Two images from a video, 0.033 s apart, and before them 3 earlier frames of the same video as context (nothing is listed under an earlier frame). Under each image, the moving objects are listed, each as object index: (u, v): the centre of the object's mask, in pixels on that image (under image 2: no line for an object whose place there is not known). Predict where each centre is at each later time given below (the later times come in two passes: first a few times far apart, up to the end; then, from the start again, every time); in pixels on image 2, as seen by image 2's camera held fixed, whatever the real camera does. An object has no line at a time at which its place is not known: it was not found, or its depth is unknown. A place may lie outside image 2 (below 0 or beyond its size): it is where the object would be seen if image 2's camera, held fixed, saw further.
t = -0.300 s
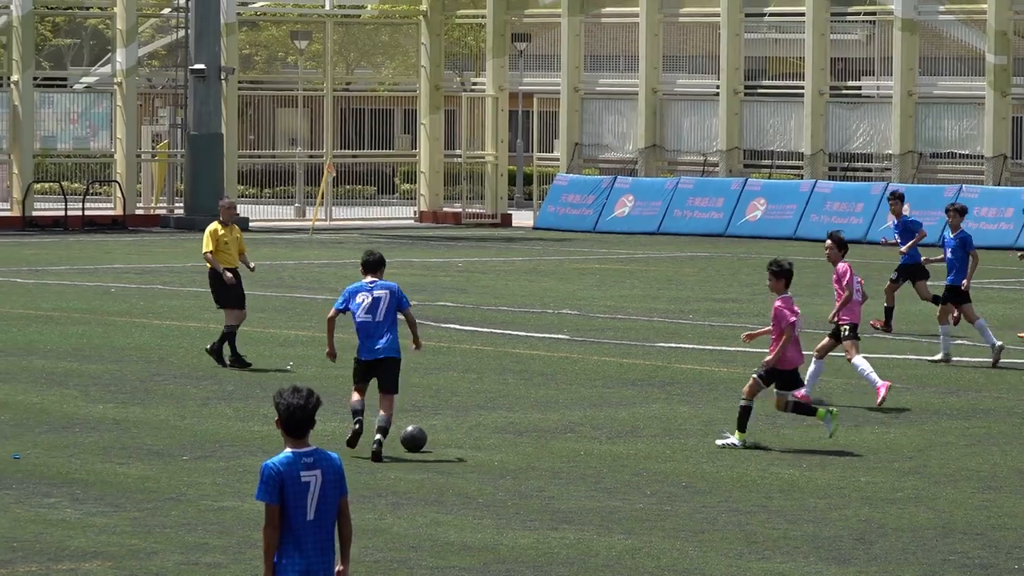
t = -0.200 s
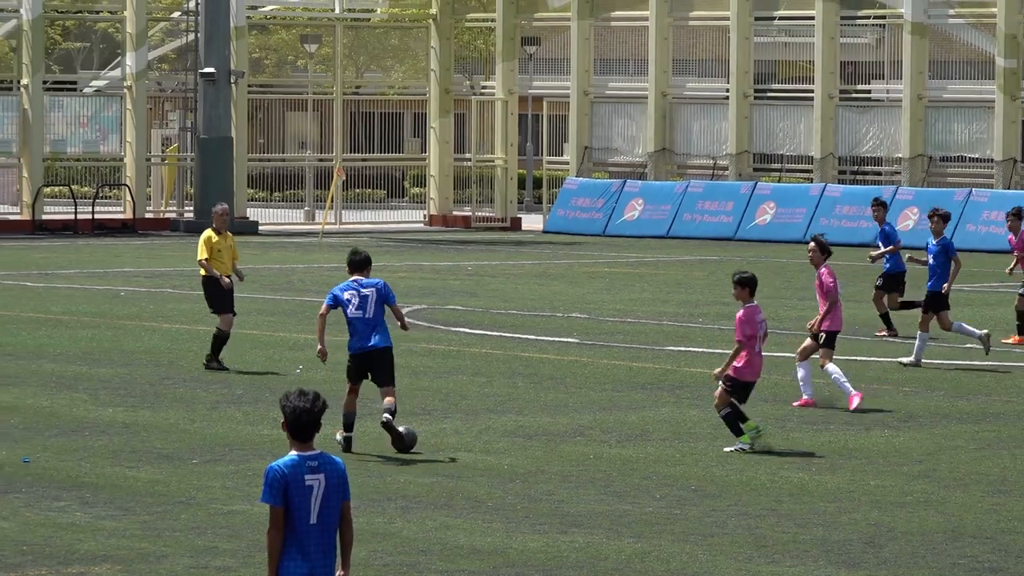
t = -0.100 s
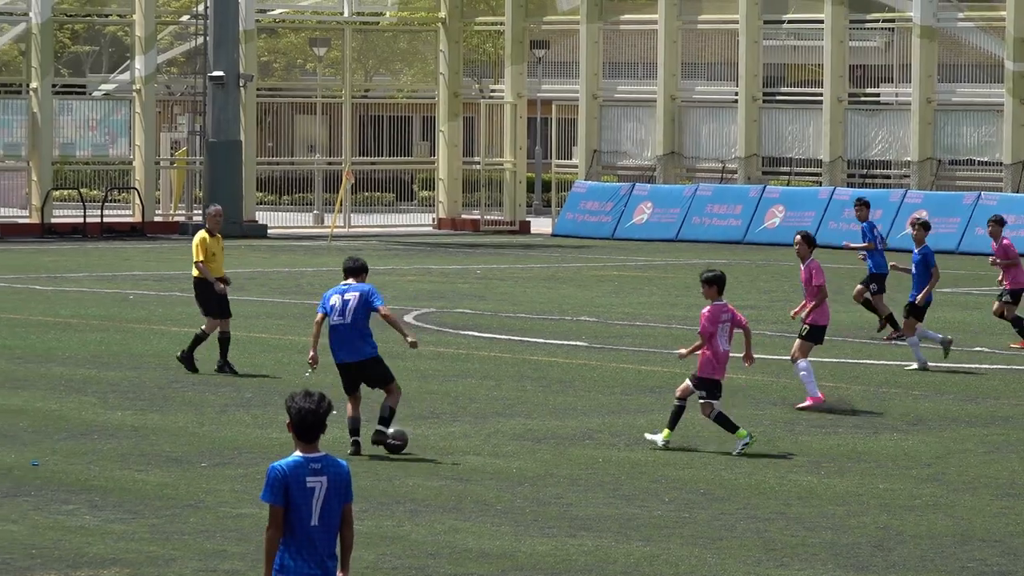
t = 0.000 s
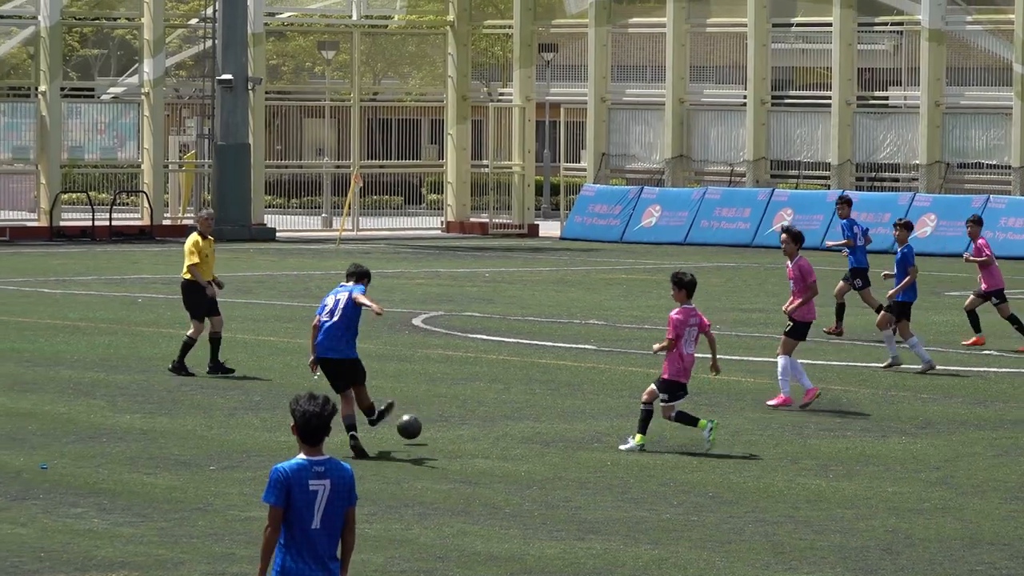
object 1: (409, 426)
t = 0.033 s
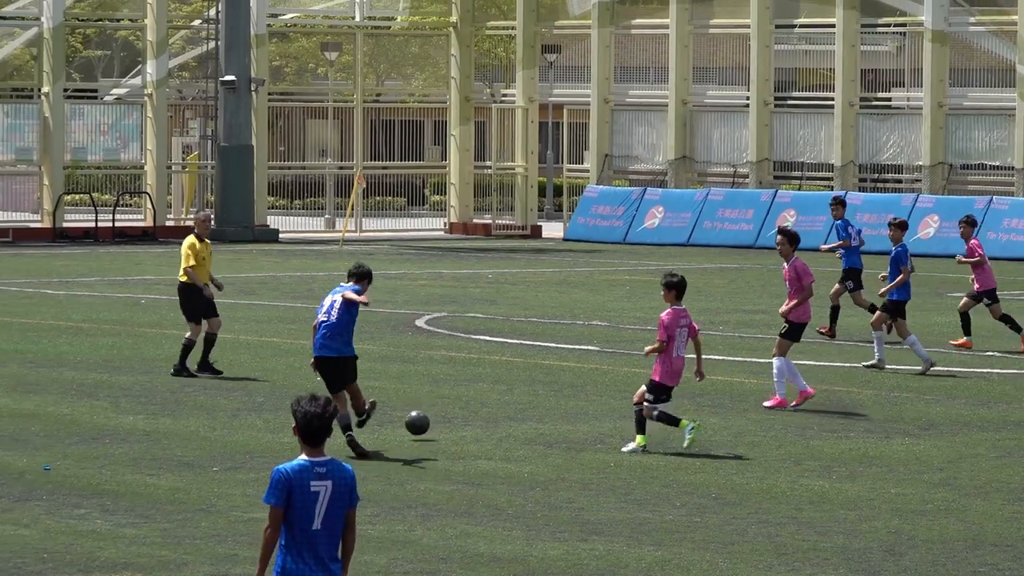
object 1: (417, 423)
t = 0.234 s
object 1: (442, 393)
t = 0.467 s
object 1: (463, 372)
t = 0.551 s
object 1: (469, 369)
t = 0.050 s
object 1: (419, 421)
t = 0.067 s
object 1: (422, 419)
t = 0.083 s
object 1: (424, 418)
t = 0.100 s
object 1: (426, 416)
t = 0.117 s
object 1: (428, 414)
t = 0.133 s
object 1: (430, 410)
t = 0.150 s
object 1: (432, 406)
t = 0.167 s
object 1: (434, 403)
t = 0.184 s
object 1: (436, 399)
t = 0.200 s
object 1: (438, 397)
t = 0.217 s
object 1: (440, 394)
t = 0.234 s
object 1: (442, 393)
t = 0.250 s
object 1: (444, 391)
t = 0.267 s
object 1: (446, 390)
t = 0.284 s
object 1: (447, 389)
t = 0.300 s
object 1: (449, 389)
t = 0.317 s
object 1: (451, 389)
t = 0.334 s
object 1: (452, 389)
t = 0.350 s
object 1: (454, 386)
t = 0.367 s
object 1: (455, 383)
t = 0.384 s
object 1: (456, 381)
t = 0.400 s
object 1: (458, 378)
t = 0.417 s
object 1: (459, 376)
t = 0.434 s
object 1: (460, 375)
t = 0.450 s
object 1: (462, 373)
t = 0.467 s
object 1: (463, 372)
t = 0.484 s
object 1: (464, 372)
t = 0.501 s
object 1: (465, 372)
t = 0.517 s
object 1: (466, 372)
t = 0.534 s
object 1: (468, 372)
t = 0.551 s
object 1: (469, 369)
